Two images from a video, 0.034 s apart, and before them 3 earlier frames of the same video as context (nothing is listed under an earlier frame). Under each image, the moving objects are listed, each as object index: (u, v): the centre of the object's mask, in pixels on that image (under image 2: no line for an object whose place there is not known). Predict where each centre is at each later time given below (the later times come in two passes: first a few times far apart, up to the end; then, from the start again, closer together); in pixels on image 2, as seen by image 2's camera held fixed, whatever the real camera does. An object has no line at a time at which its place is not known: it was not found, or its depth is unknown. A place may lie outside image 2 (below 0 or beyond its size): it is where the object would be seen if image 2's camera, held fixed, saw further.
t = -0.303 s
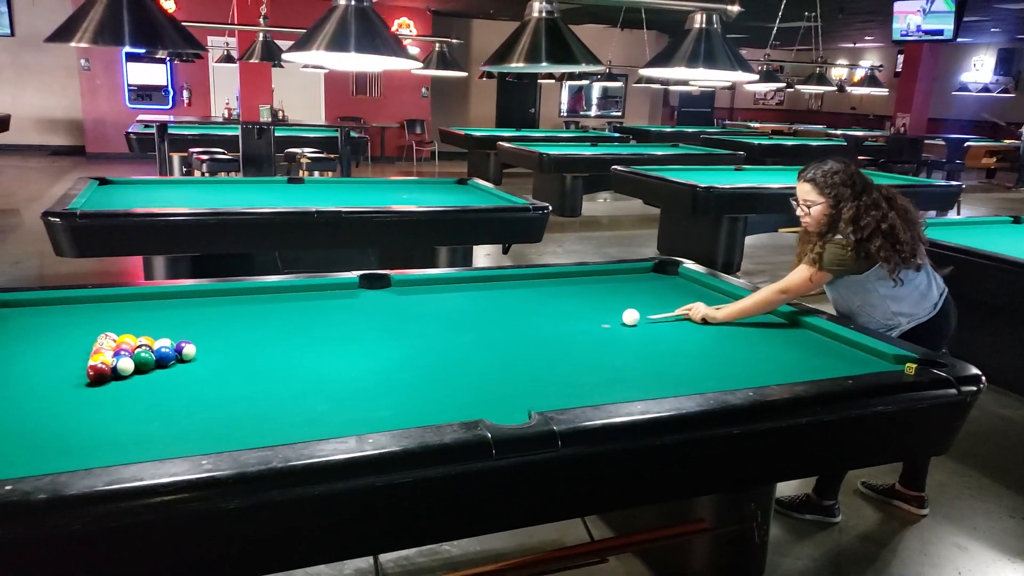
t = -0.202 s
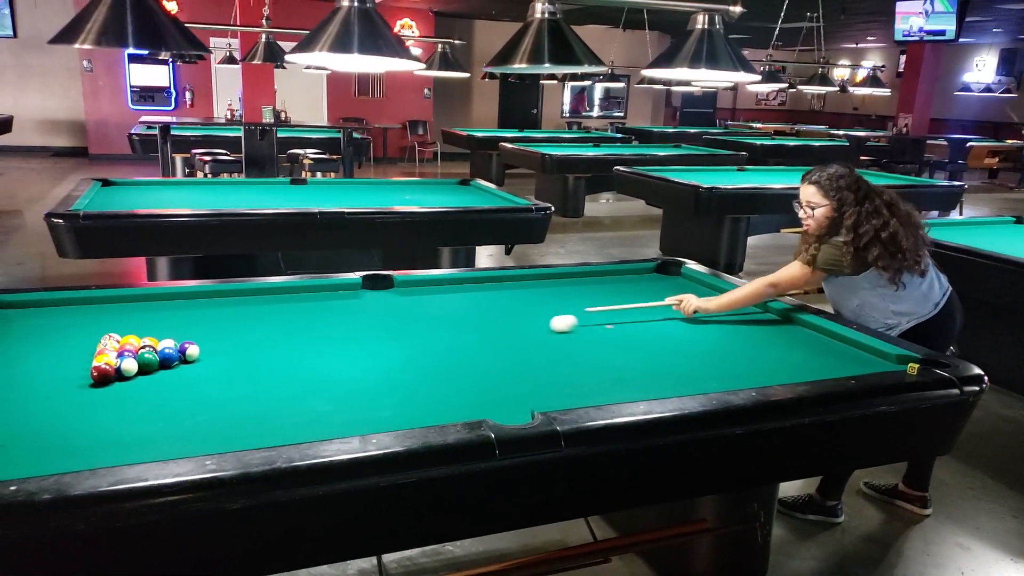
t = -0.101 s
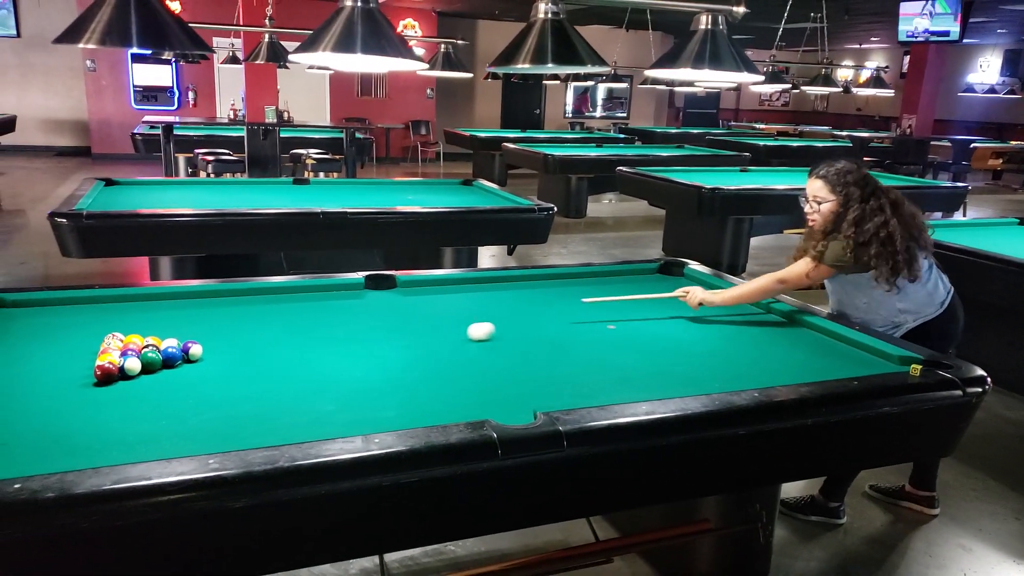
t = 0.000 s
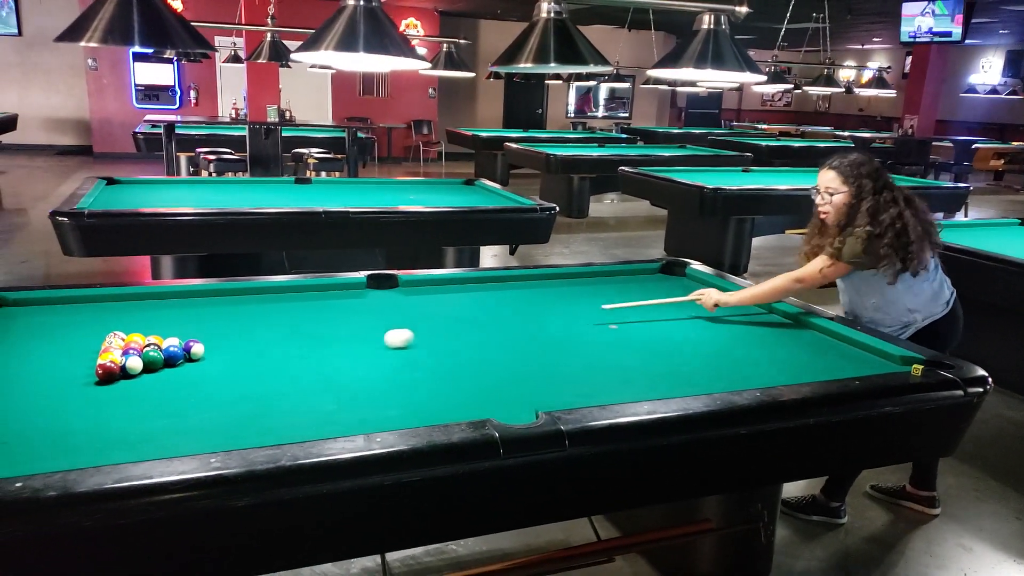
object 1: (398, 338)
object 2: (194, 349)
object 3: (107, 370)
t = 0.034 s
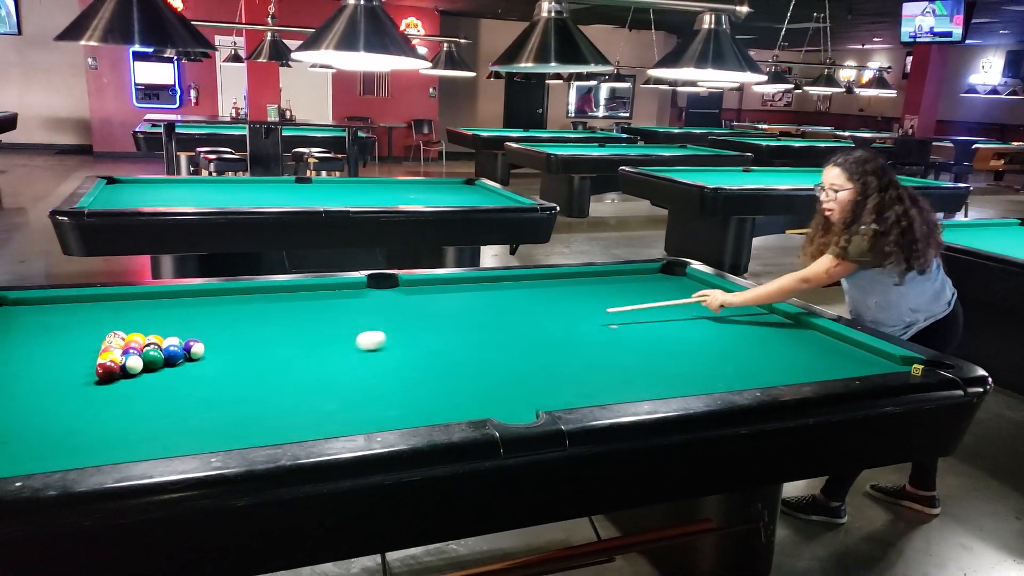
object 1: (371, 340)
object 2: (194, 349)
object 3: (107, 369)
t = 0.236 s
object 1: (205, 354)
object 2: (191, 347)
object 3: (105, 370)
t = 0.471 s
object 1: (106, 394)
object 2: (204, 343)
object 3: (59, 382)
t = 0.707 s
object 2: (211, 338)
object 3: (8, 395)
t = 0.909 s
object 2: (217, 334)
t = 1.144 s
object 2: (220, 334)
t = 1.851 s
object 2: (228, 331)
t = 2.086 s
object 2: (230, 329)
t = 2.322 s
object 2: (229, 329)
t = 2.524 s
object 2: (228, 329)
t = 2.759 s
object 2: (230, 329)
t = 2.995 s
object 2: (231, 328)
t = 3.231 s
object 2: (232, 328)
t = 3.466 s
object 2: (232, 329)
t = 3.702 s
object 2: (231, 329)
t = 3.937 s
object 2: (231, 329)
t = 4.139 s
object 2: (231, 329)
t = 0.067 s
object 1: (343, 343)
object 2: (194, 349)
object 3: (106, 370)
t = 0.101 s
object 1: (315, 345)
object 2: (194, 349)
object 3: (106, 370)
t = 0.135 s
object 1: (288, 348)
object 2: (194, 349)
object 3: (107, 370)
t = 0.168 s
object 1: (261, 350)
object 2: (194, 349)
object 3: (106, 370)
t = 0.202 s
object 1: (233, 352)
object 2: (194, 349)
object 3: (106, 370)
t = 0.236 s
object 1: (205, 354)
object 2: (191, 347)
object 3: (105, 370)
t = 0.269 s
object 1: (187, 359)
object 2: (196, 346)
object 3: (102, 371)
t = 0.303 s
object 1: (178, 365)
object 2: (197, 347)
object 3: (94, 373)
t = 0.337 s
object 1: (166, 371)
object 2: (198, 347)
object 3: (86, 375)
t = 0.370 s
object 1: (154, 376)
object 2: (199, 346)
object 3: (80, 377)
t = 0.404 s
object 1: (139, 382)
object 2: (201, 345)
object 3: (73, 378)
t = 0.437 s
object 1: (123, 388)
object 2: (202, 344)
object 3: (66, 380)
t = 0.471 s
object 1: (106, 394)
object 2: (204, 343)
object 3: (59, 382)
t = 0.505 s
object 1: (88, 400)
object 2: (205, 342)
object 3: (51, 383)
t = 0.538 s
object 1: (69, 407)
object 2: (206, 341)
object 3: (44, 386)
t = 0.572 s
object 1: (50, 414)
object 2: (208, 341)
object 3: (37, 388)
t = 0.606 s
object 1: (29, 421)
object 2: (209, 340)
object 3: (30, 389)
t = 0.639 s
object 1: (10, 428)
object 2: (209, 339)
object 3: (22, 391)
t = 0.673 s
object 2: (211, 338)
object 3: (15, 393)
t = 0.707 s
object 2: (211, 338)
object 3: (8, 395)
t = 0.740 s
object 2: (214, 337)
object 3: (2, 396)
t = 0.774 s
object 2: (214, 336)
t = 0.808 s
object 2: (215, 335)
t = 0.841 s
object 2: (216, 335)
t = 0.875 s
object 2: (216, 335)
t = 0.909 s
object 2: (217, 334)
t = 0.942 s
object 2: (217, 334)
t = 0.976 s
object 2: (218, 334)
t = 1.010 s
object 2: (218, 334)
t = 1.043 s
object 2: (218, 334)
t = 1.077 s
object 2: (219, 334)
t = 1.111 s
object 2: (220, 334)
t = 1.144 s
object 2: (220, 334)
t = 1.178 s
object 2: (221, 334)
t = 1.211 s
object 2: (222, 334)
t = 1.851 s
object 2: (228, 331)
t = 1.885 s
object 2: (229, 330)
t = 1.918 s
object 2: (229, 330)
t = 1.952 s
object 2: (229, 330)
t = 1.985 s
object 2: (229, 330)
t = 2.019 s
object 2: (229, 330)
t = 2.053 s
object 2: (229, 330)
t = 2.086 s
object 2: (230, 329)
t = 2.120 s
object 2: (230, 329)
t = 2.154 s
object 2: (229, 329)
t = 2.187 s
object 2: (229, 329)
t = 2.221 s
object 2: (230, 329)
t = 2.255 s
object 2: (230, 329)
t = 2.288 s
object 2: (230, 329)
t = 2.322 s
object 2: (229, 329)
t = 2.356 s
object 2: (229, 329)
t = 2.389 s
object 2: (229, 329)
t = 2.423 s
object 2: (229, 329)
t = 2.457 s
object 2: (228, 329)
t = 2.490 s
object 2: (228, 329)
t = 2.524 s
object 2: (228, 329)
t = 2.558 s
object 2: (229, 329)
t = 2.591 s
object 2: (229, 329)
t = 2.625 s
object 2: (229, 329)
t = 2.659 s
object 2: (229, 329)
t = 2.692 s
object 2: (229, 329)
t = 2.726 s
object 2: (229, 329)
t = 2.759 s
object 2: (230, 329)
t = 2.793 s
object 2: (230, 329)
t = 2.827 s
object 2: (230, 329)
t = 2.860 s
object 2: (231, 329)
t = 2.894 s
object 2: (231, 328)
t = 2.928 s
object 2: (231, 328)
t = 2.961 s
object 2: (231, 328)
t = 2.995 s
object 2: (231, 328)
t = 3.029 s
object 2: (231, 328)
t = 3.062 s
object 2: (232, 328)
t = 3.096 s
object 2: (232, 328)
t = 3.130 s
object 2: (232, 328)
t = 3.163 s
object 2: (232, 328)
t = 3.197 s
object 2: (232, 328)
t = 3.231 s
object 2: (232, 328)
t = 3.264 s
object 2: (232, 329)
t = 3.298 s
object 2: (232, 329)
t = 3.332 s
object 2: (232, 329)
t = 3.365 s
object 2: (232, 329)
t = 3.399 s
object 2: (232, 329)
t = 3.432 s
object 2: (232, 329)
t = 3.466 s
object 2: (232, 329)
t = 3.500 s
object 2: (231, 329)
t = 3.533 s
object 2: (231, 329)
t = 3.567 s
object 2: (231, 329)
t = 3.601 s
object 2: (231, 329)
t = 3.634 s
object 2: (231, 329)
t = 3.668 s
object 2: (231, 329)
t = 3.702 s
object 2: (231, 329)
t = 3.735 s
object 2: (231, 329)
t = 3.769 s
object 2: (231, 329)
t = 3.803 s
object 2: (231, 329)
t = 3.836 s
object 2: (231, 329)
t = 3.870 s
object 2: (231, 329)
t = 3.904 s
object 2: (231, 329)
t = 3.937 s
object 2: (231, 329)
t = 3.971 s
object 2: (231, 329)
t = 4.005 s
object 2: (231, 329)
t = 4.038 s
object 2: (231, 329)
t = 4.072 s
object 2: (231, 329)
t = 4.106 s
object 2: (231, 329)
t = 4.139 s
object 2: (231, 329)
